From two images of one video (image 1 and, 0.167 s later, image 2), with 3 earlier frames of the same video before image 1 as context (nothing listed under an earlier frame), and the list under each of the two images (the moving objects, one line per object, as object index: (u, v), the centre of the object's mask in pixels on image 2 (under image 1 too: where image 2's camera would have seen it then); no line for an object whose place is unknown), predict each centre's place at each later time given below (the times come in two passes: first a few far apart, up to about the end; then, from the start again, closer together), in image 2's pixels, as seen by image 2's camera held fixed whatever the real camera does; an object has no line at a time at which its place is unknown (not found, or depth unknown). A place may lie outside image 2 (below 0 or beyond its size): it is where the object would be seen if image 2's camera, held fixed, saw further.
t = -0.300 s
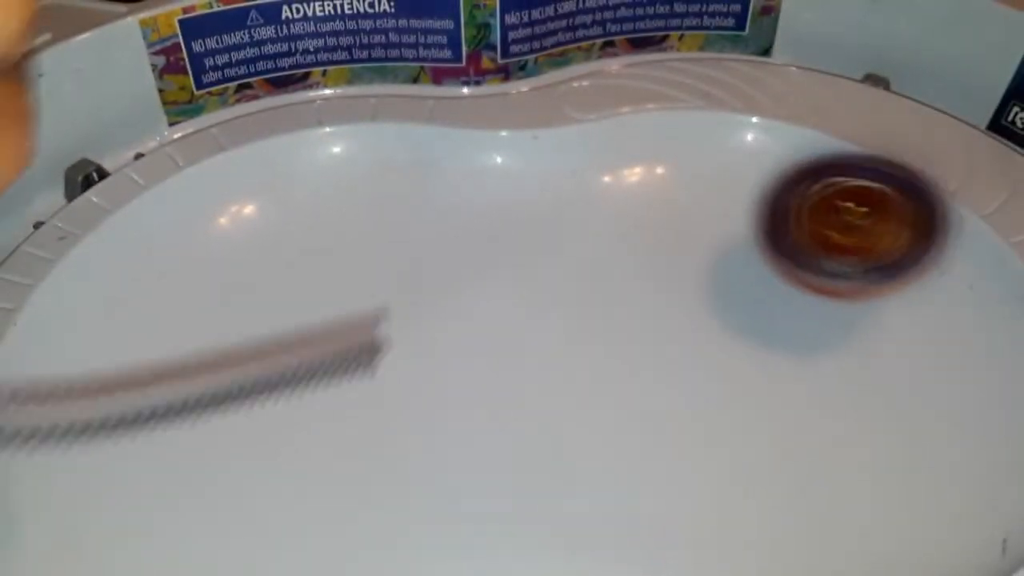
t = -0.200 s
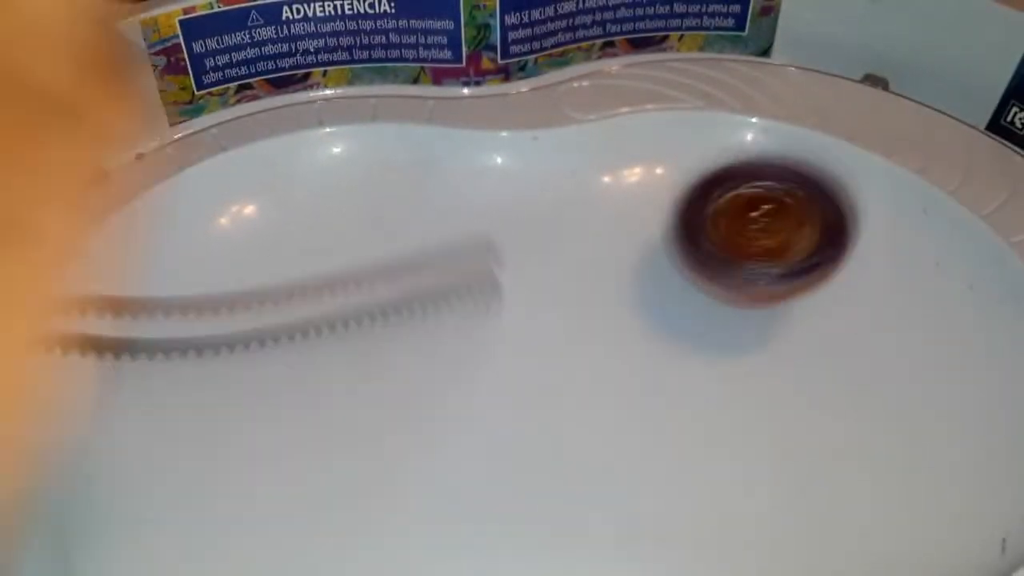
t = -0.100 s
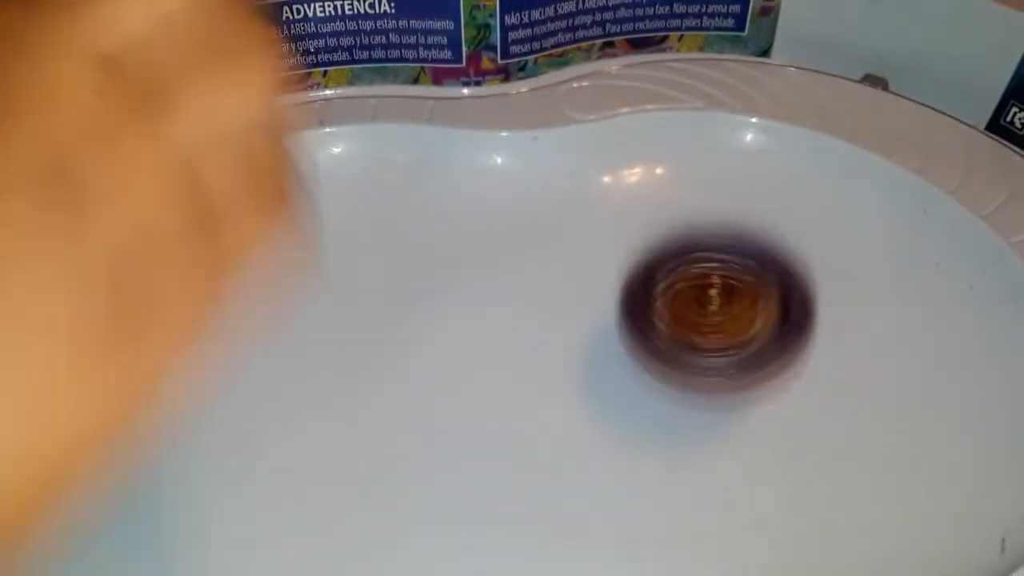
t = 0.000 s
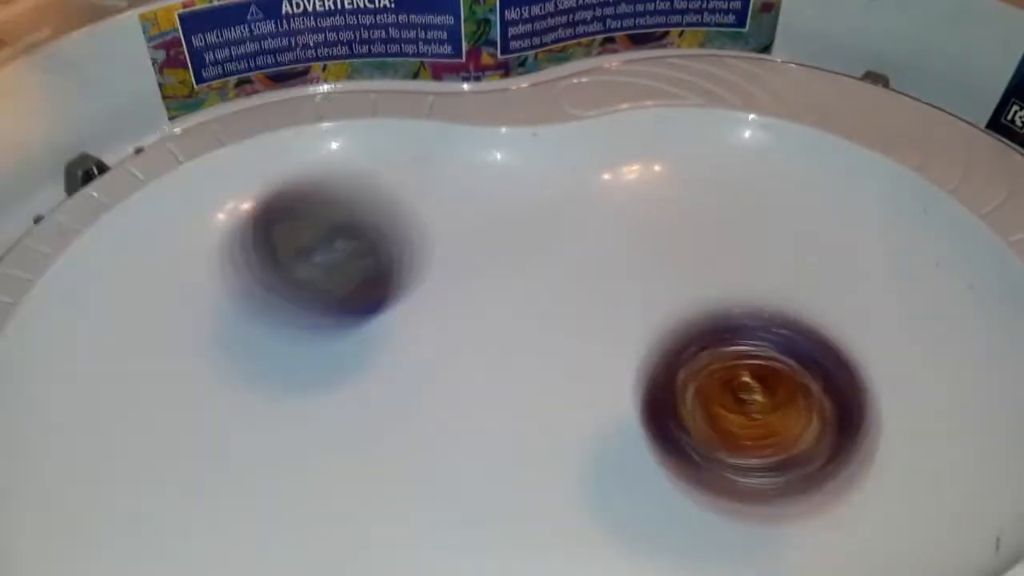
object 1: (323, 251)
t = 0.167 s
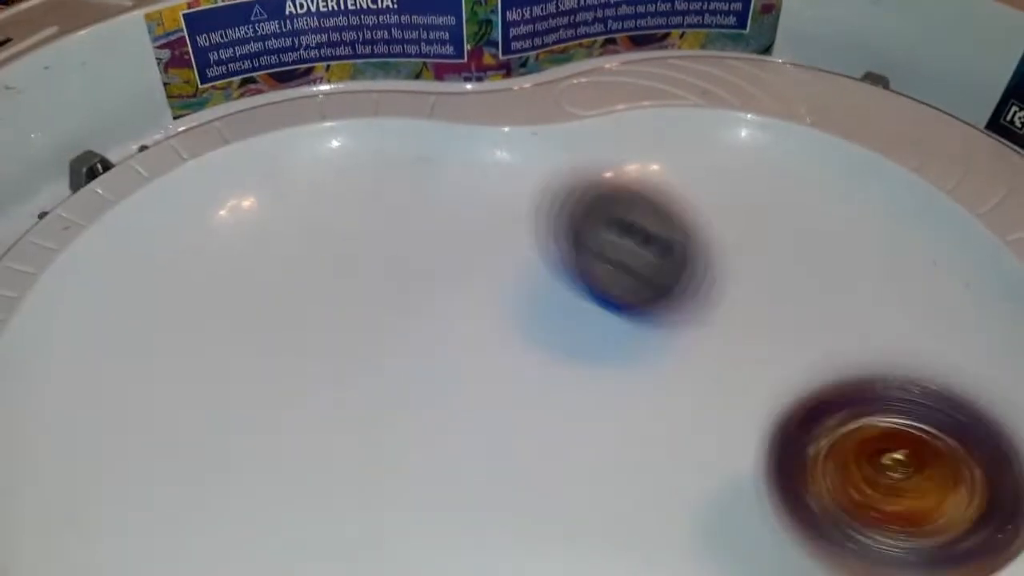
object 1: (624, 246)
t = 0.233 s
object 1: (735, 296)
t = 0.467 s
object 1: (496, 305)
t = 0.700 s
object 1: (67, 474)
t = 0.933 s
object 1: (291, 355)
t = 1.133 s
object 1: (455, 446)
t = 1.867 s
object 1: (534, 327)
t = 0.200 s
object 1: (682, 279)
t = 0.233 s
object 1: (735, 296)
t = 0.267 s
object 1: (788, 331)
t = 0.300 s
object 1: (750, 317)
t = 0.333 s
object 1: (689, 298)
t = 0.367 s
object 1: (640, 287)
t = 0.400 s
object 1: (591, 285)
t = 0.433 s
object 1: (544, 291)
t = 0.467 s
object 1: (496, 305)
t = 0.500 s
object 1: (452, 329)
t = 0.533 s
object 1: (398, 361)
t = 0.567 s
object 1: (340, 400)
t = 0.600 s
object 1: (264, 444)
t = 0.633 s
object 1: (180, 477)
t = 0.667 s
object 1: (108, 486)
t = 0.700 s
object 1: (67, 474)
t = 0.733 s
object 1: (53, 458)
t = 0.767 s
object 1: (54, 448)
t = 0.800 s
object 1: (68, 445)
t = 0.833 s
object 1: (108, 431)
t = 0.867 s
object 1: (173, 406)
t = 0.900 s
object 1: (231, 379)
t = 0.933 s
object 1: (291, 355)
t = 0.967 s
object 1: (339, 340)
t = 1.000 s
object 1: (391, 325)
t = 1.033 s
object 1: (440, 320)
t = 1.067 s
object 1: (485, 328)
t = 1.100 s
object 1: (482, 373)
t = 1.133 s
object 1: (455, 446)
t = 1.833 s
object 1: (490, 346)
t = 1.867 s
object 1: (534, 327)
